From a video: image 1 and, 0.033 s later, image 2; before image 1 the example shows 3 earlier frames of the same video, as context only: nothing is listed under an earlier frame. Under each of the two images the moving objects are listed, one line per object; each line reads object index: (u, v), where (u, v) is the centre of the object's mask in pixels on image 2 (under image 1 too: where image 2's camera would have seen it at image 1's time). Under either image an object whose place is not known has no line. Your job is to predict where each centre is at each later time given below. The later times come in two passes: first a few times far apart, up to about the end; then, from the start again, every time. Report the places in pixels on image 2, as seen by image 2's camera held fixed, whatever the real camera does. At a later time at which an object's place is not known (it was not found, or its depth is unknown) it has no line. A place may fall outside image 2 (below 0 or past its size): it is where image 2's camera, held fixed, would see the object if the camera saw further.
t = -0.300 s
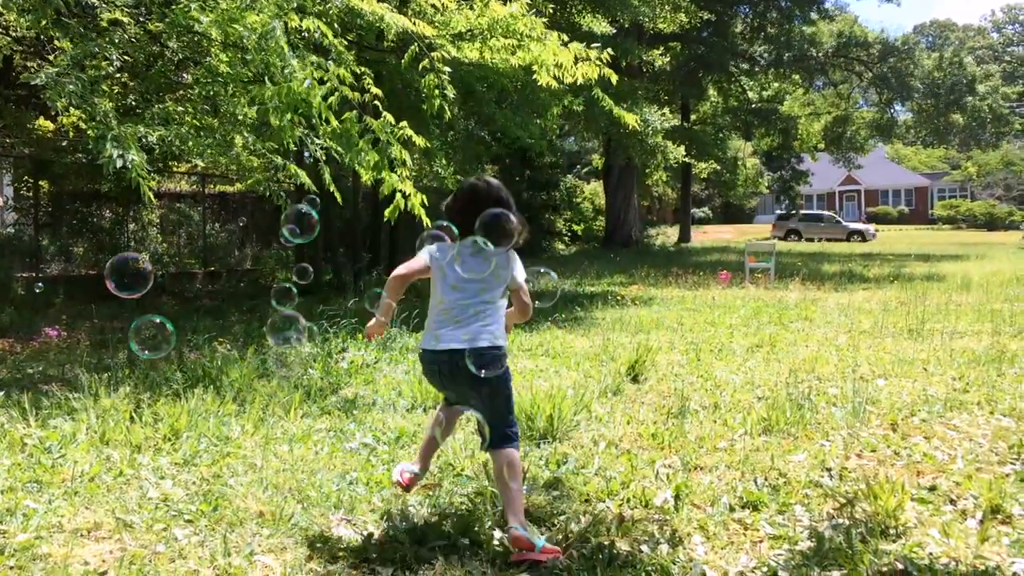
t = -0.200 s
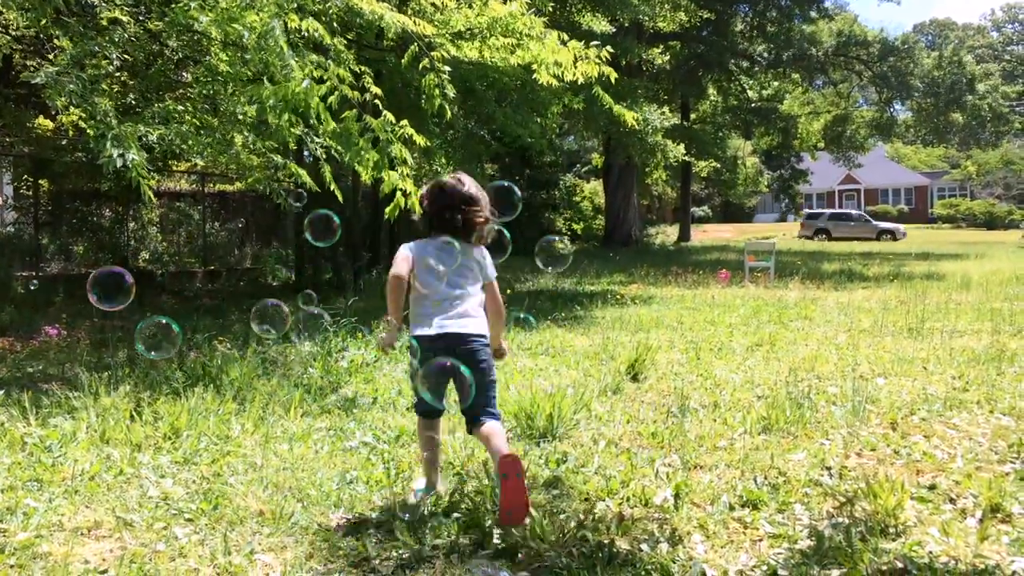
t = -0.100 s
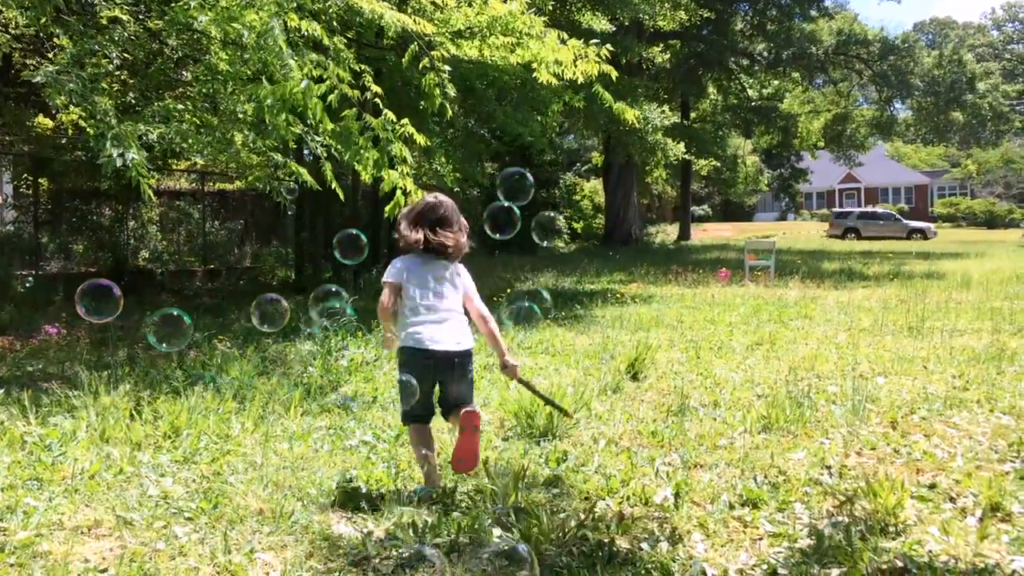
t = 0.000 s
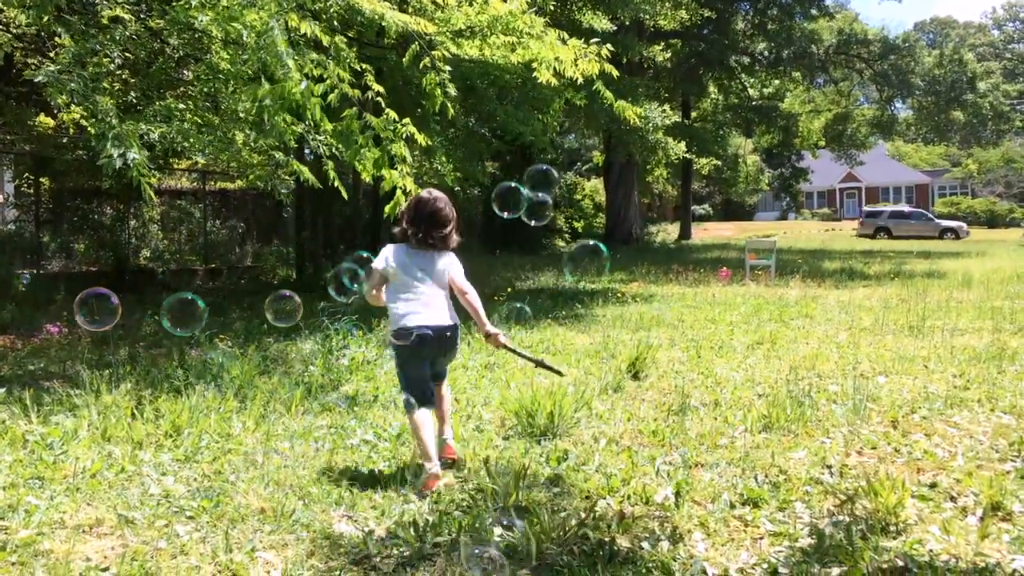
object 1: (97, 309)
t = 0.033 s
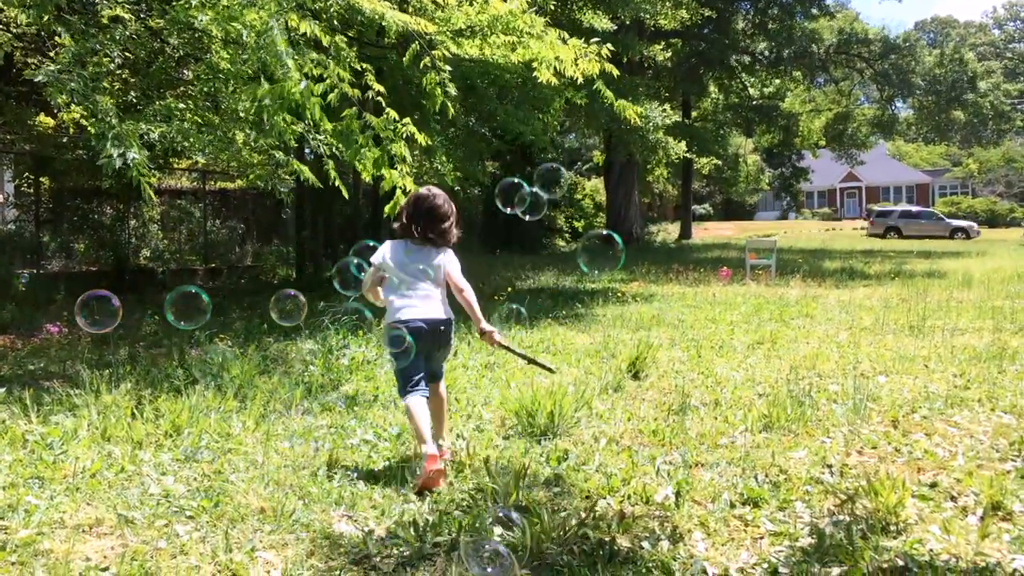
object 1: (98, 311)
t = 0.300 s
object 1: (113, 310)
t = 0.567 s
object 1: (118, 284)
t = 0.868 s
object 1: (78, 290)
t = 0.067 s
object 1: (100, 313)
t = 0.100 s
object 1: (102, 314)
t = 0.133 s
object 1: (105, 314)
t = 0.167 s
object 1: (107, 314)
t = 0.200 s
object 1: (108, 314)
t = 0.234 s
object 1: (110, 313)
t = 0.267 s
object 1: (111, 311)
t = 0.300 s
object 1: (113, 310)
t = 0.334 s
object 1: (114, 307)
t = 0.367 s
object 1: (115, 305)
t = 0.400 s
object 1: (113, 301)
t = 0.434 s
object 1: (117, 298)
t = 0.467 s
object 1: (118, 294)
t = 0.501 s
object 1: (118, 290)
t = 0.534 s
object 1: (118, 287)
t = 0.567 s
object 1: (118, 284)
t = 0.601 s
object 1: (117, 282)
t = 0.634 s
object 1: (114, 280)
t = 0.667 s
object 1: (111, 278)
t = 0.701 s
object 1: (107, 276)
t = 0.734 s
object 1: (102, 277)
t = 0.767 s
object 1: (96, 278)
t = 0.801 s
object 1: (90, 281)
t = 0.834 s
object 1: (84, 285)
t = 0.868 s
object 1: (78, 290)
